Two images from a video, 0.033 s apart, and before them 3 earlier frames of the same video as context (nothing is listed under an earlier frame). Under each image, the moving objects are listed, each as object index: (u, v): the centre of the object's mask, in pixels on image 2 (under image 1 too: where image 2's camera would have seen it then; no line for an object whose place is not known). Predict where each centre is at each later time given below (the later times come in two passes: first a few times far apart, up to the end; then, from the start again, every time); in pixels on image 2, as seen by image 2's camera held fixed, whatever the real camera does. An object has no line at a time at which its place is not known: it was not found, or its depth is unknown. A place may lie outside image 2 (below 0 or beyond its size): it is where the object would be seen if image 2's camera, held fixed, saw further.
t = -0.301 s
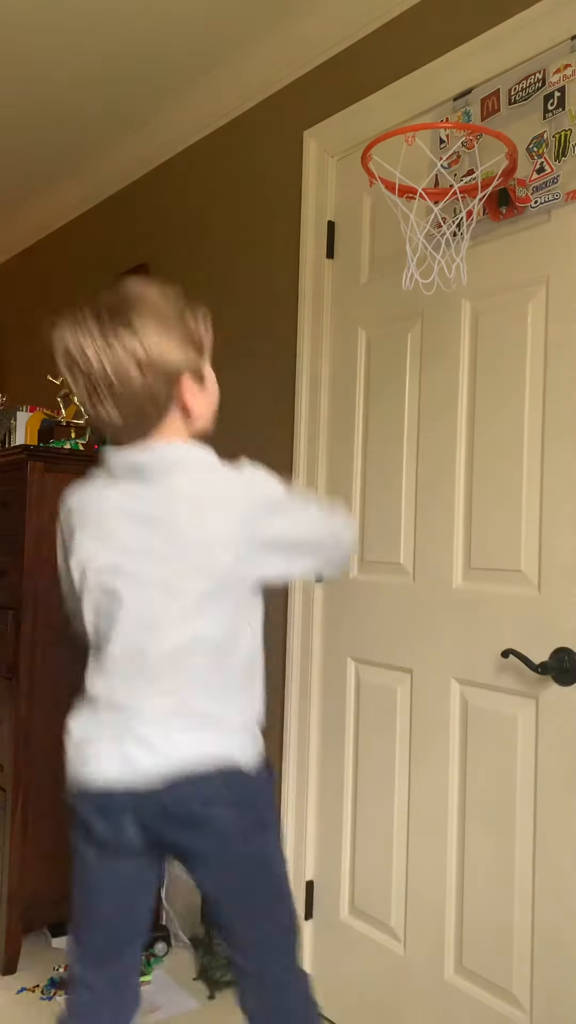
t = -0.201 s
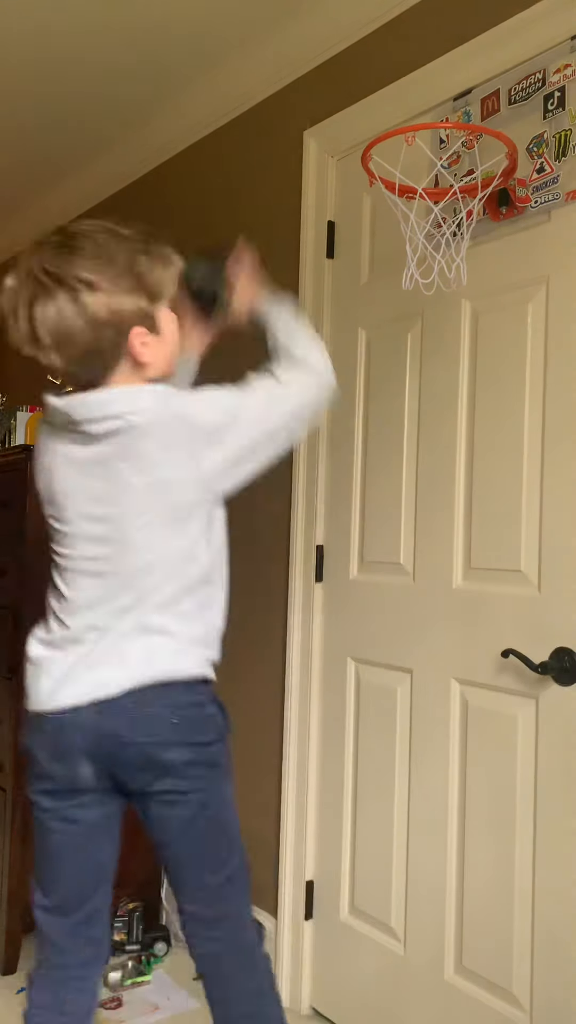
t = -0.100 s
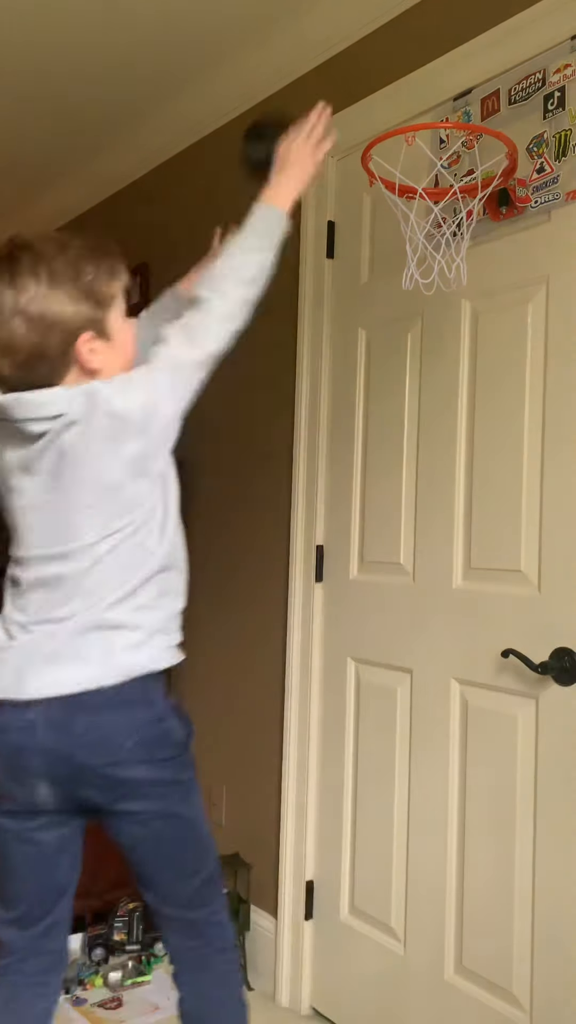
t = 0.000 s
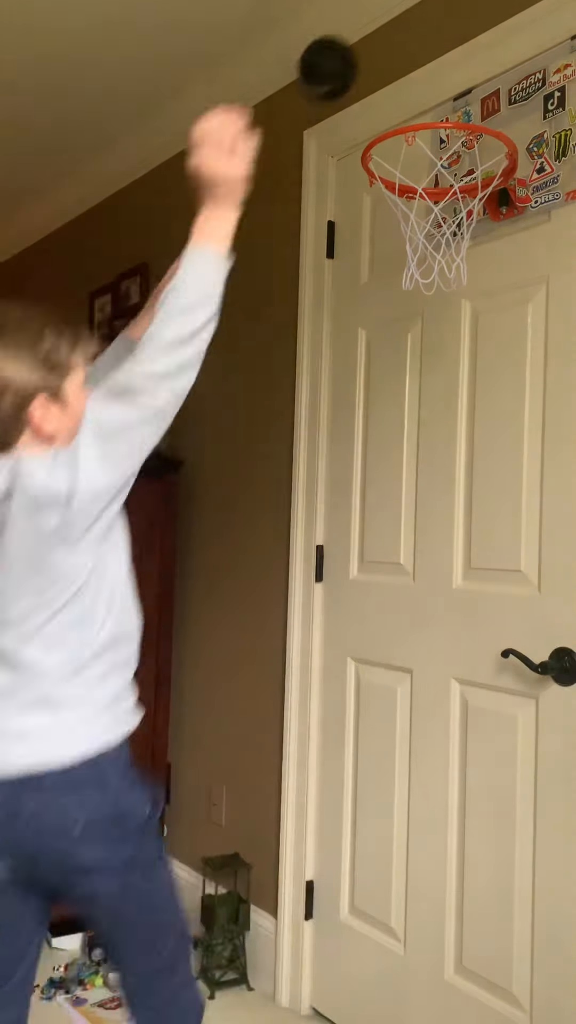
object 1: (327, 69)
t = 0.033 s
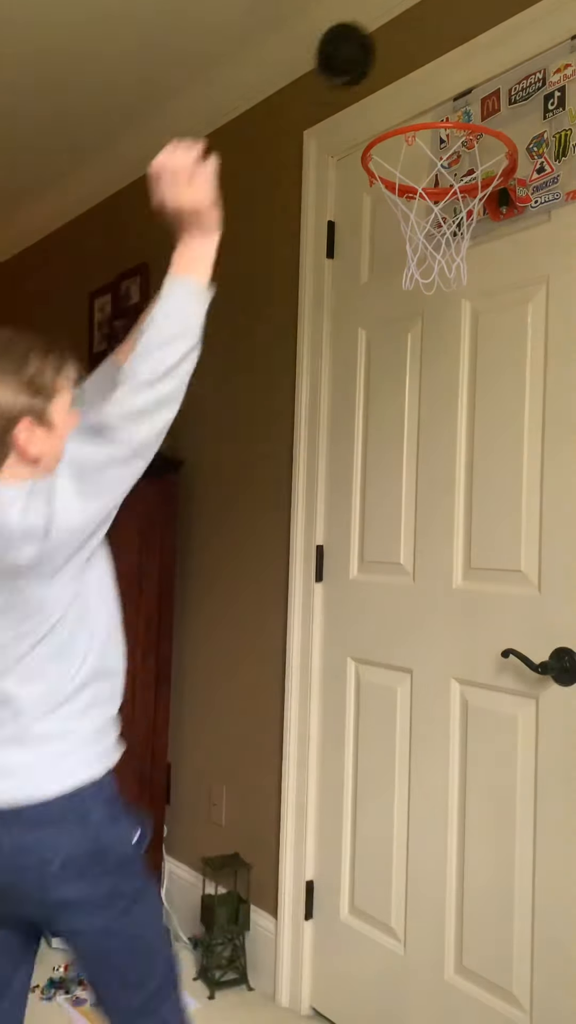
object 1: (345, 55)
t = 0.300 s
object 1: (466, 135)
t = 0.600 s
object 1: (385, 102)
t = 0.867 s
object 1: (370, 141)
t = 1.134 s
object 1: (315, 619)
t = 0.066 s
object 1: (363, 47)
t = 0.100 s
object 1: (380, 44)
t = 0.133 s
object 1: (396, 47)
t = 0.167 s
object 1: (412, 55)
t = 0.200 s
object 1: (429, 68)
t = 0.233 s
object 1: (445, 87)
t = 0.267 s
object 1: (461, 105)
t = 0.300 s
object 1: (466, 135)
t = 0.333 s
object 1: (460, 155)
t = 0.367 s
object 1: (452, 158)
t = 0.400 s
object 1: (441, 139)
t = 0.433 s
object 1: (429, 124)
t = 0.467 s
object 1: (417, 116)
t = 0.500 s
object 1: (404, 113)
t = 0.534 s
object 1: (389, 112)
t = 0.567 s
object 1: (385, 112)
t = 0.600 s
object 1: (385, 102)
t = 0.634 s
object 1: (387, 92)
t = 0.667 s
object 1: (388, 85)
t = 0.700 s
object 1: (387, 84)
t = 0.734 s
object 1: (388, 89)
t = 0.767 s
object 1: (386, 96)
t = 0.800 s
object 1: (381, 105)
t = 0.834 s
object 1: (376, 119)
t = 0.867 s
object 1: (370, 141)
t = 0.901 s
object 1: (364, 170)
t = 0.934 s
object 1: (358, 208)
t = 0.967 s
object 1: (351, 251)
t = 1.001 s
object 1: (345, 307)
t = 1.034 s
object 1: (338, 371)
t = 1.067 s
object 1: (330, 442)
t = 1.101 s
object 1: (323, 524)
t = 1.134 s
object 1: (315, 619)
